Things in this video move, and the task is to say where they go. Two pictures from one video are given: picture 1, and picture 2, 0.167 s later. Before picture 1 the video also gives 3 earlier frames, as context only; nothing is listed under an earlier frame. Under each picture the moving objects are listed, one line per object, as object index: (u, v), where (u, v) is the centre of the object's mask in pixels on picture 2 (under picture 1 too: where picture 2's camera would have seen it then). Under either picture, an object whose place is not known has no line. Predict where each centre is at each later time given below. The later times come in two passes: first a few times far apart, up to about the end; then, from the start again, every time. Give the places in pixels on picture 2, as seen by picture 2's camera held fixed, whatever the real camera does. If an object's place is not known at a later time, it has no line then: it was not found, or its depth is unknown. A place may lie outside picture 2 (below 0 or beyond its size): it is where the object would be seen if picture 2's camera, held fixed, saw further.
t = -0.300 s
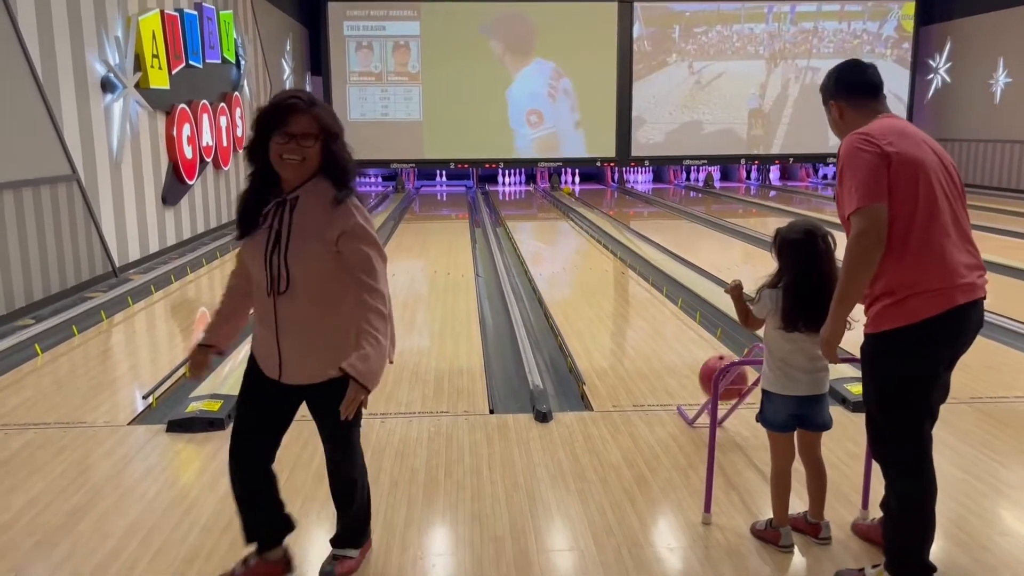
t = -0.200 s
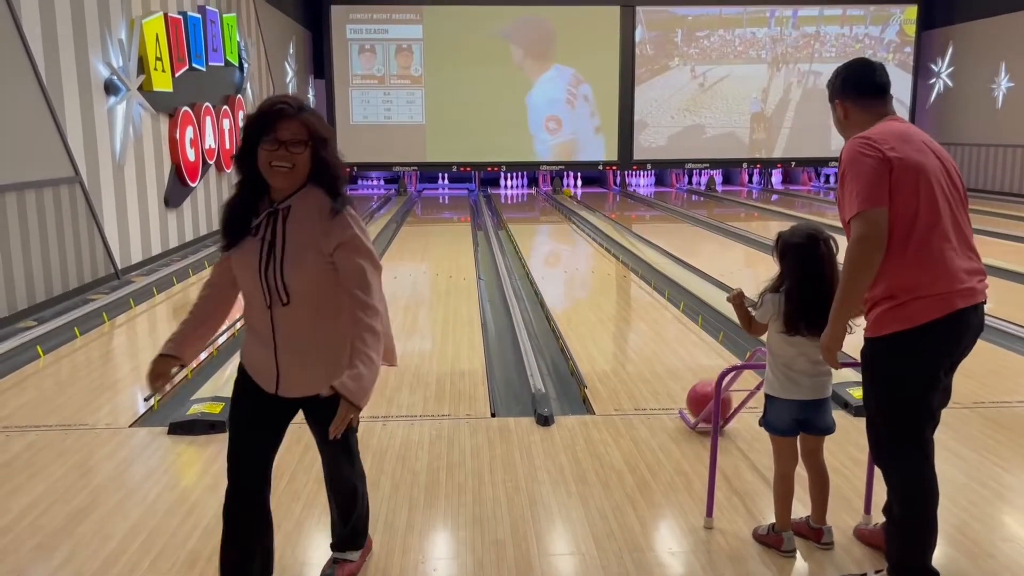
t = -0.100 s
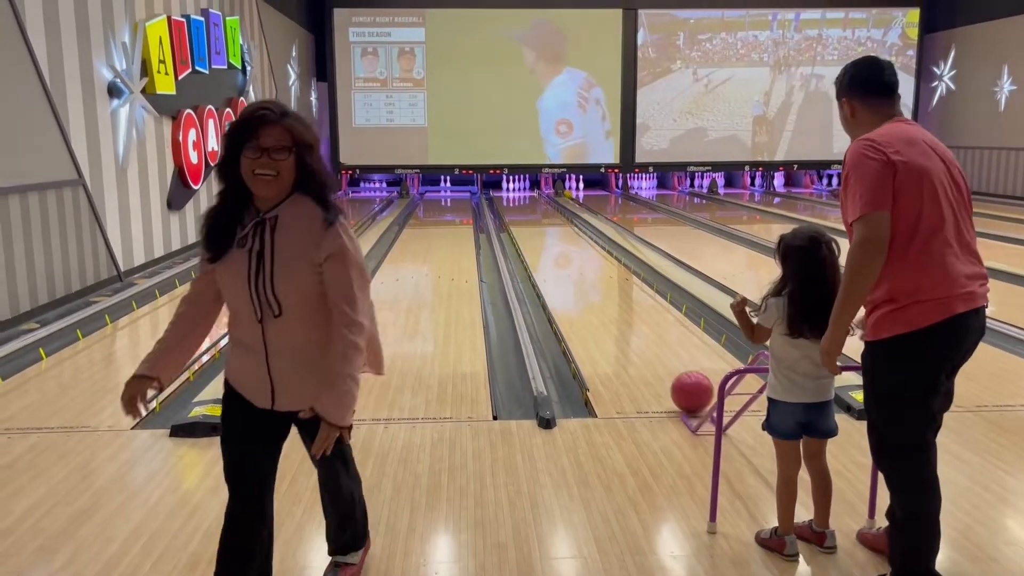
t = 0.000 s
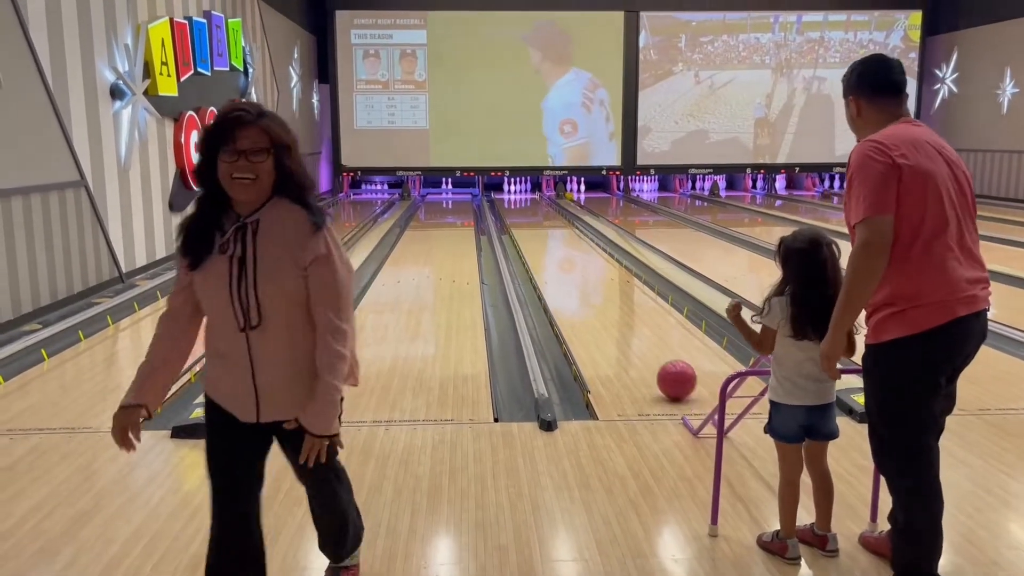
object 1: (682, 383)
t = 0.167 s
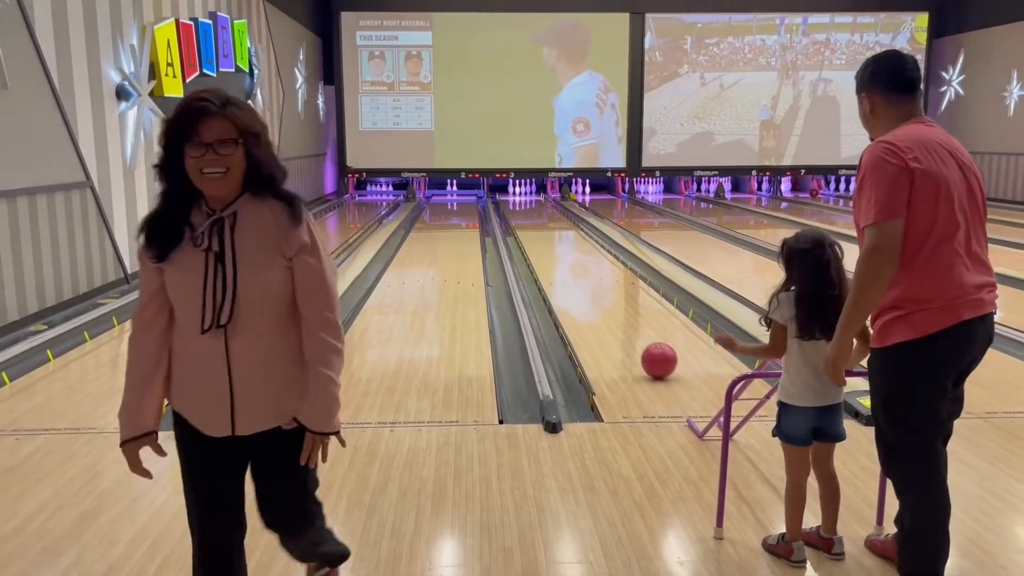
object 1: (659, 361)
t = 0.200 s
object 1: (655, 357)
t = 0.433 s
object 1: (631, 334)
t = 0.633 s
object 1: (615, 318)
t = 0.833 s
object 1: (601, 305)
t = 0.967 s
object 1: (593, 297)
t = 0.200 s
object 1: (655, 357)
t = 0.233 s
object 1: (651, 353)
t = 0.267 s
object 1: (648, 349)
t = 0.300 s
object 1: (644, 346)
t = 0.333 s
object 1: (641, 343)
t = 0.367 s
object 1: (638, 340)
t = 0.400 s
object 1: (634, 336)
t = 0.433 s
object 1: (631, 334)
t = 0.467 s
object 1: (628, 331)
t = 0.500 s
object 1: (625, 328)
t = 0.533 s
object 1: (623, 326)
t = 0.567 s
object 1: (620, 323)
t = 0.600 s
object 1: (618, 320)
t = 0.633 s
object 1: (615, 318)
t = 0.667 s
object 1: (612, 316)
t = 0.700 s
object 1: (610, 313)
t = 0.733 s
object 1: (607, 311)
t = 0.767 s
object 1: (605, 309)
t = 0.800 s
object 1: (603, 307)
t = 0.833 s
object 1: (601, 305)
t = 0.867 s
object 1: (599, 303)
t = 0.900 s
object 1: (597, 301)
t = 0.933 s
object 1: (595, 299)
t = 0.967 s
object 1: (593, 297)
